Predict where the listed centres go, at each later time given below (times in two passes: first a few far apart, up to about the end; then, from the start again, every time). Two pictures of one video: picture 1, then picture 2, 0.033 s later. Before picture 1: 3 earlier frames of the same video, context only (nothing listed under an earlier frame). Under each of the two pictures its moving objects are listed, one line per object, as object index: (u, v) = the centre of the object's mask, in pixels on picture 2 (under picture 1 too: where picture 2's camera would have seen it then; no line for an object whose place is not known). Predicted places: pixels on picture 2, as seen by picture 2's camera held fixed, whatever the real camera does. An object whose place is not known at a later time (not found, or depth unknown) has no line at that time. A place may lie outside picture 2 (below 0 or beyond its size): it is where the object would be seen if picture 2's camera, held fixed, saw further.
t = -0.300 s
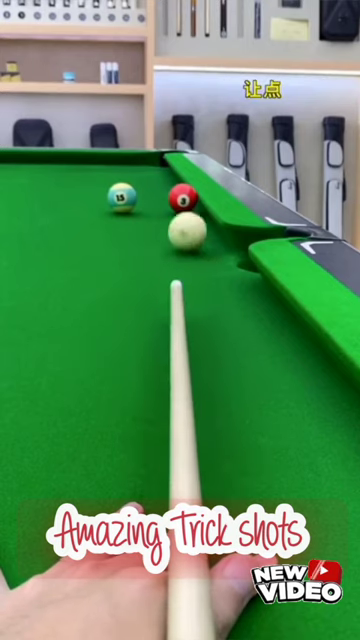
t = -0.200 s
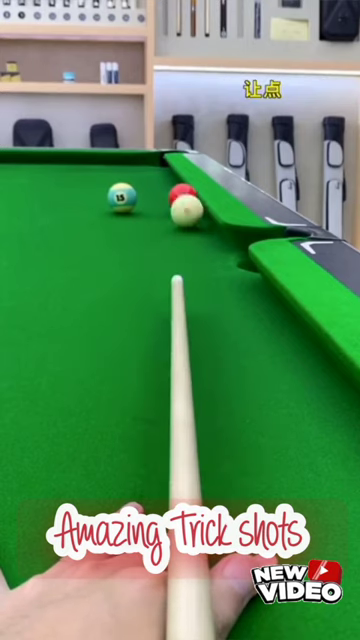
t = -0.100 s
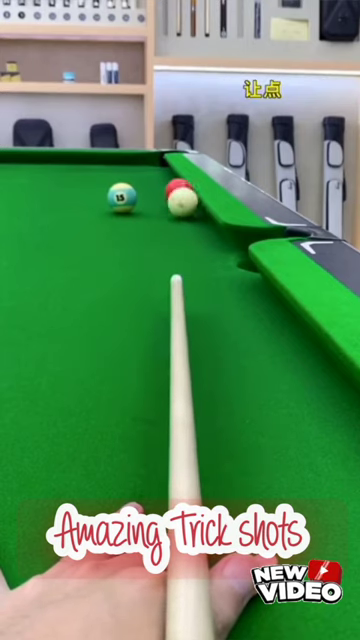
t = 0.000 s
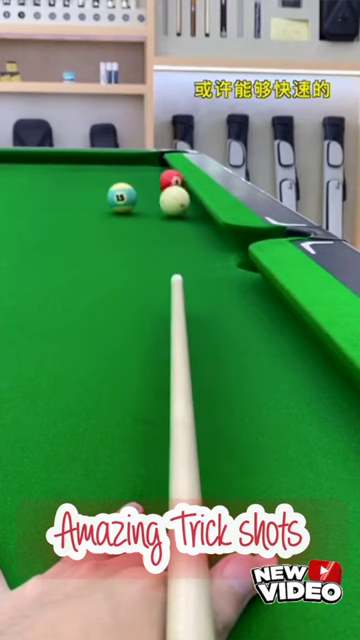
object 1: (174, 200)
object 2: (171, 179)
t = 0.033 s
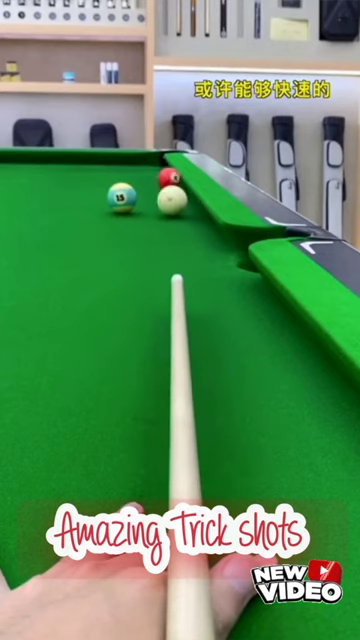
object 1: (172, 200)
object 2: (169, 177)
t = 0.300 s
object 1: (155, 195)
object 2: (157, 163)
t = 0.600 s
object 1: (141, 189)
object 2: (165, 165)
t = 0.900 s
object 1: (123, 180)
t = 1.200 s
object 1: (107, 180)
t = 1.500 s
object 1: (96, 179)
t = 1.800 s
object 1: (85, 175)
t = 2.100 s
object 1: (74, 173)
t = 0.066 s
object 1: (170, 199)
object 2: (167, 175)
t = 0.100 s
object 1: (167, 199)
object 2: (165, 173)
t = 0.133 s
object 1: (165, 198)
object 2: (164, 172)
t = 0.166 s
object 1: (163, 198)
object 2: (162, 170)
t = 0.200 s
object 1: (161, 197)
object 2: (161, 168)
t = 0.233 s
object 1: (159, 196)
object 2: (160, 166)
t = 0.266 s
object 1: (157, 196)
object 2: (158, 164)
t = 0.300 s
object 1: (155, 195)
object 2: (157, 163)
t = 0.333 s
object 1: (153, 194)
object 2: (156, 161)
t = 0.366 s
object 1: (151, 194)
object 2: (154, 160)
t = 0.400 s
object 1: (149, 193)
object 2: (154, 158)
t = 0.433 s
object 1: (148, 193)
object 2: (153, 157)
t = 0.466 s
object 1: (146, 192)
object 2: (154, 157)
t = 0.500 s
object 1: (145, 191)
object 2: (161, 157)
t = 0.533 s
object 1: (143, 191)
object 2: (163, 161)
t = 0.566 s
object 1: (142, 190)
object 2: (164, 163)
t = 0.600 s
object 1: (141, 189)
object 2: (165, 165)
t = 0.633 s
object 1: (139, 188)
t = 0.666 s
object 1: (138, 188)
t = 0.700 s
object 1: (136, 186)
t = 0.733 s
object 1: (135, 185)
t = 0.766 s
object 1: (132, 184)
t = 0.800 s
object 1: (130, 182)
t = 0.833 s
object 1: (127, 181)
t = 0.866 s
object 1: (125, 180)
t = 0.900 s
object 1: (123, 180)
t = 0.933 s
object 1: (120, 180)
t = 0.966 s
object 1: (118, 179)
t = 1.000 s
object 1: (116, 179)
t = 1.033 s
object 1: (114, 179)
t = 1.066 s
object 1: (113, 179)
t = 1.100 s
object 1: (111, 180)
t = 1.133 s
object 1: (109, 180)
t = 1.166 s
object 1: (108, 180)
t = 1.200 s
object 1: (107, 180)
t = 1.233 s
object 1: (106, 180)
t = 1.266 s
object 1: (105, 180)
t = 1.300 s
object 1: (103, 180)
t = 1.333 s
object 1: (102, 180)
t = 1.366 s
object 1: (101, 180)
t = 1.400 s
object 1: (100, 180)
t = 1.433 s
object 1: (99, 180)
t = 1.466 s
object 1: (98, 179)
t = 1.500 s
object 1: (96, 179)
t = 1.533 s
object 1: (95, 178)
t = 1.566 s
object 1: (94, 178)
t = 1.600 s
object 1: (92, 178)
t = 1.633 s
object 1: (91, 177)
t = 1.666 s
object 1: (90, 177)
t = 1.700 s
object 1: (88, 177)
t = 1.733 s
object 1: (87, 176)
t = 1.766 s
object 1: (86, 176)
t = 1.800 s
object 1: (85, 175)
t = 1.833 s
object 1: (83, 175)
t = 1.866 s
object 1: (82, 175)
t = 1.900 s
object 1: (81, 174)
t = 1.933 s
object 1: (80, 174)
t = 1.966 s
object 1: (79, 174)
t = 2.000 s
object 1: (78, 174)
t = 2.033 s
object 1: (77, 173)
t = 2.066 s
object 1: (76, 173)
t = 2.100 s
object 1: (74, 173)
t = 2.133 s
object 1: (74, 173)
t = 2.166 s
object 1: (72, 172)
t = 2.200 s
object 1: (71, 172)
